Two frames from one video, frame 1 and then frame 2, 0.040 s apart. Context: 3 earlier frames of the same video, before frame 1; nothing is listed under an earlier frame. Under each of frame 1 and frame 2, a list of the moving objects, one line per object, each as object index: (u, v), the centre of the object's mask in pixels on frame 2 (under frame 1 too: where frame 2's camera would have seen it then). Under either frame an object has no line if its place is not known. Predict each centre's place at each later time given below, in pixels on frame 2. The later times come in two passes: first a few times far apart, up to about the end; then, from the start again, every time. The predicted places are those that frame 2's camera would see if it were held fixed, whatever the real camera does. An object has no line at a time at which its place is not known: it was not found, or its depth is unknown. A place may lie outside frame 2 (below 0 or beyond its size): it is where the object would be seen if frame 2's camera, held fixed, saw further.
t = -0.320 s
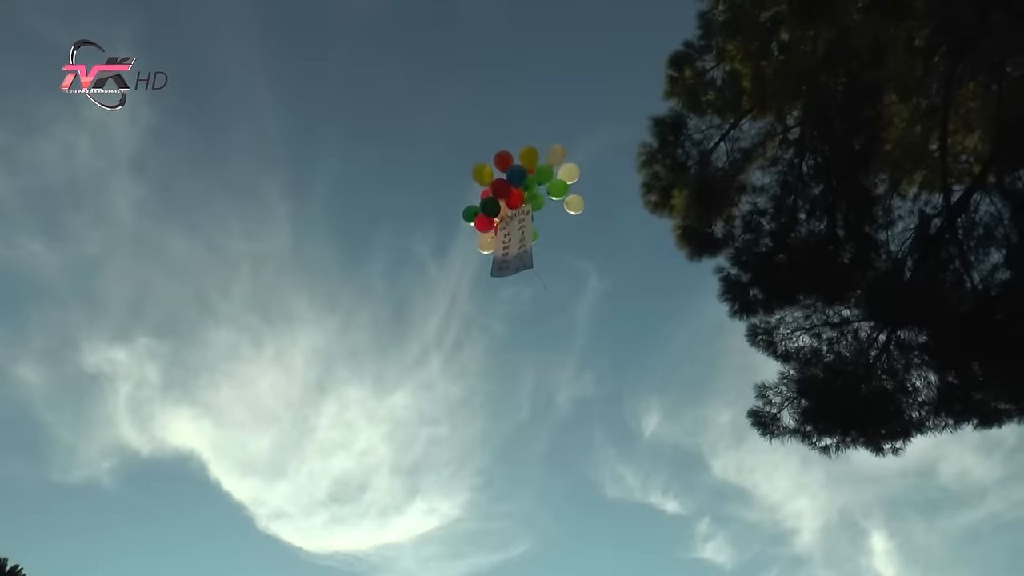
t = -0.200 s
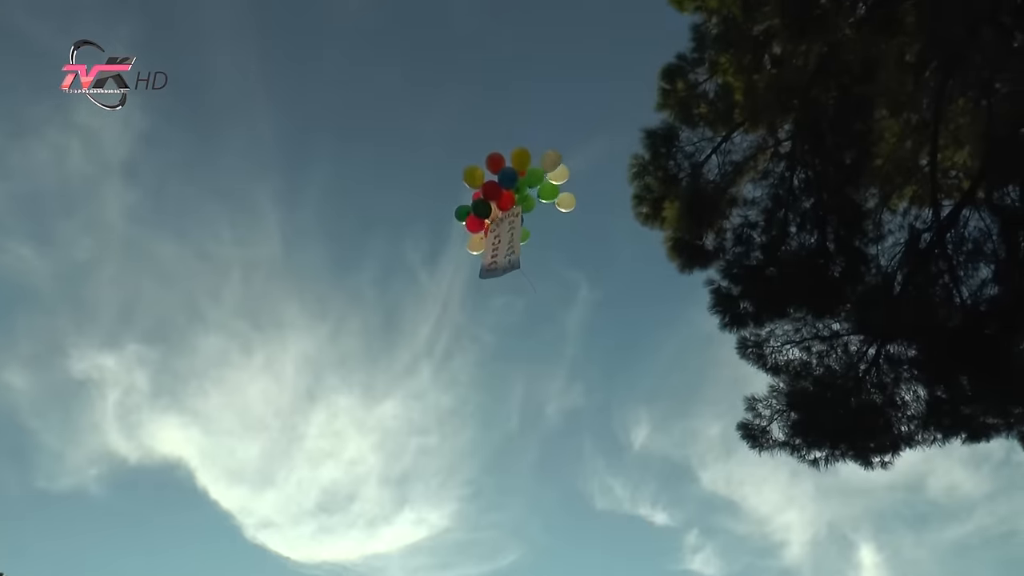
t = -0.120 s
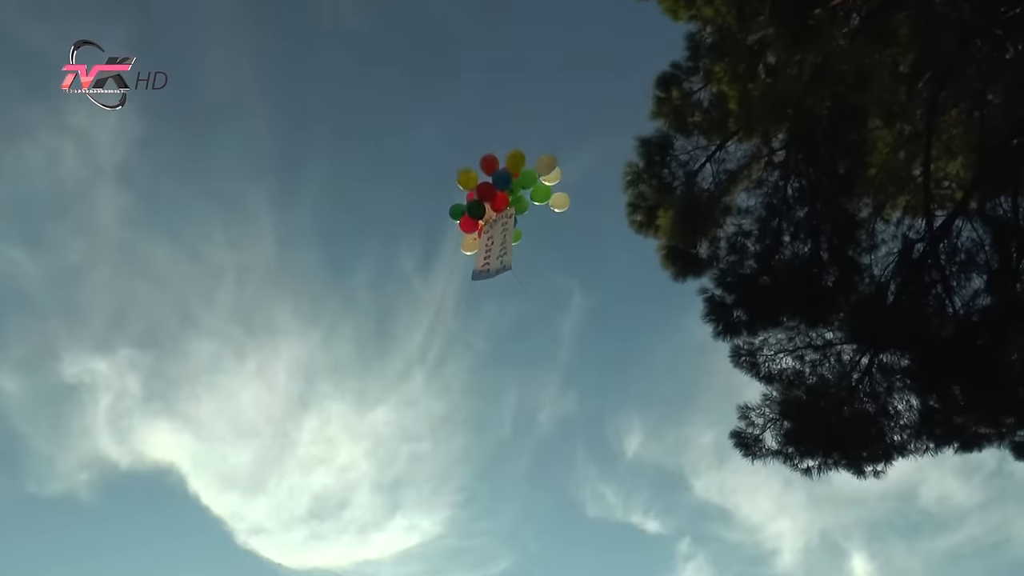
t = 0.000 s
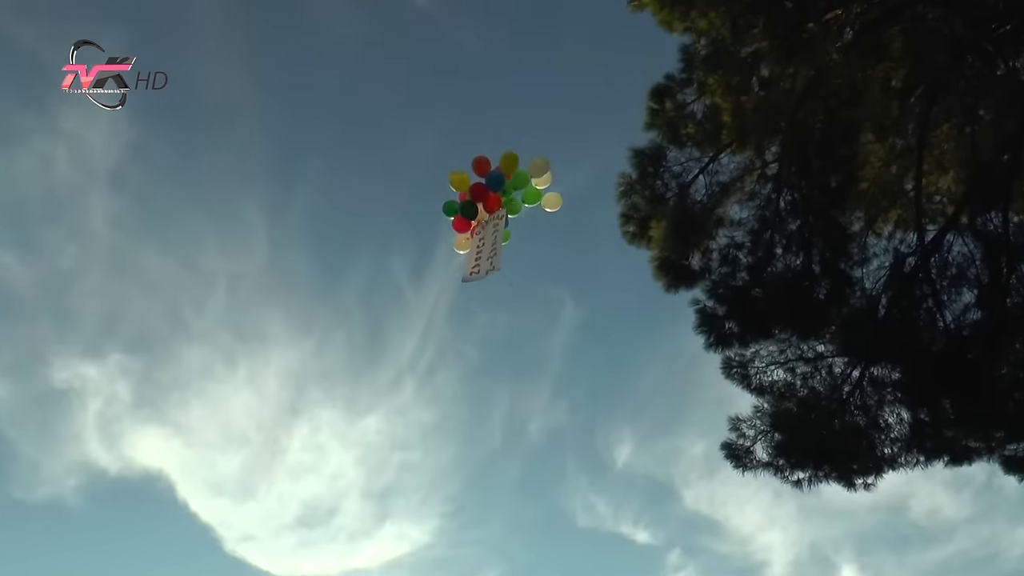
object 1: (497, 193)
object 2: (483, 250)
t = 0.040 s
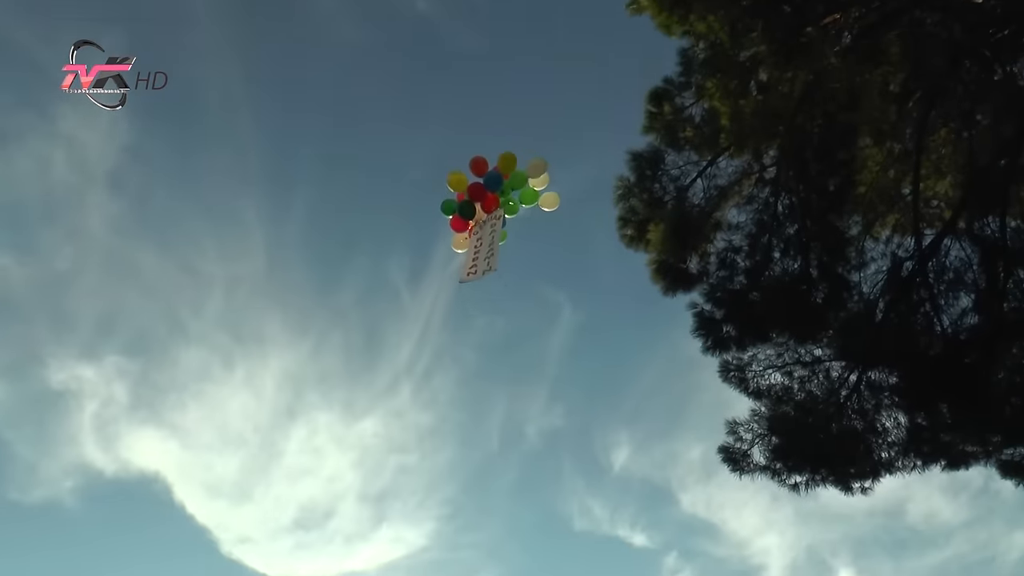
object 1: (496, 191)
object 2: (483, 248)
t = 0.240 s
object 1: (495, 178)
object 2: (480, 236)
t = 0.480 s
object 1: (491, 164)
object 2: (479, 221)
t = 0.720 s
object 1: (487, 151)
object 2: (477, 207)
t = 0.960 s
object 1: (483, 140)
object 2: (476, 193)
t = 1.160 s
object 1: (481, 131)
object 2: (475, 181)
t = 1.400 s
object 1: (475, 123)
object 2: (473, 168)
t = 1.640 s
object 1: (469, 115)
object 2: (470, 156)
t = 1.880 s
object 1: (462, 103)
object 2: (465, 146)
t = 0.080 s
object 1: (496, 188)
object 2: (482, 245)
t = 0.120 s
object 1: (496, 186)
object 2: (482, 243)
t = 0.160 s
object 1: (496, 183)
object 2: (482, 240)
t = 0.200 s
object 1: (495, 181)
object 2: (481, 238)
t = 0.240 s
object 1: (495, 178)
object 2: (480, 236)
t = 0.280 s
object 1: (494, 176)
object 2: (480, 234)
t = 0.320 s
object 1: (493, 173)
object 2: (480, 231)
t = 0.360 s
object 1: (493, 171)
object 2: (479, 229)
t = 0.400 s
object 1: (493, 168)
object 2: (479, 227)
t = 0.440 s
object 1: (492, 166)
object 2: (478, 224)
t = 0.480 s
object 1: (491, 164)
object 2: (479, 221)
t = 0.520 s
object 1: (491, 162)
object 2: (478, 220)
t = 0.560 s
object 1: (490, 159)
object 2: (478, 217)
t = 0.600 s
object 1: (490, 157)
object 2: (477, 215)
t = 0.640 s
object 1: (489, 155)
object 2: (477, 212)
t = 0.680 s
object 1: (488, 153)
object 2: (477, 210)
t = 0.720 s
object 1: (487, 151)
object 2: (477, 207)
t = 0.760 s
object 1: (487, 149)
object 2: (477, 205)
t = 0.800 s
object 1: (486, 147)
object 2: (476, 202)
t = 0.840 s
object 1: (485, 145)
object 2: (476, 200)
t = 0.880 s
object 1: (485, 143)
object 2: (476, 198)
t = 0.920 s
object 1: (484, 141)
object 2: (476, 195)
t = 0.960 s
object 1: (483, 140)
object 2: (476, 193)
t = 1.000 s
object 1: (483, 138)
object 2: (476, 191)
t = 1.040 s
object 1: (483, 136)
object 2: (475, 188)
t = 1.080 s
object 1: (482, 135)
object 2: (475, 186)
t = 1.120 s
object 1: (482, 133)
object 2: (475, 184)
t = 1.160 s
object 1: (481, 131)
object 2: (475, 181)
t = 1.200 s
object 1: (480, 129)
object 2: (475, 180)
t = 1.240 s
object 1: (478, 130)
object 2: (474, 177)
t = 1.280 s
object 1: (477, 128)
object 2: (474, 176)
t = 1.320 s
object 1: (477, 126)
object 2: (474, 173)
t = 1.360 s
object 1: (476, 125)
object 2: (473, 171)
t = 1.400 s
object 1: (475, 123)
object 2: (473, 168)
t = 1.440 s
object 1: (474, 122)
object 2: (473, 166)
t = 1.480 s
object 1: (473, 120)
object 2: (473, 164)
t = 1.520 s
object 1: (472, 118)
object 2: (472, 161)
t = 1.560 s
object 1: (471, 116)
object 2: (472, 159)
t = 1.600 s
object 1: (470, 115)
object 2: (471, 158)
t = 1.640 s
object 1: (469, 115)
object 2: (470, 156)
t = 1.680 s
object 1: (468, 111)
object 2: (470, 153)
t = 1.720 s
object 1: (467, 110)
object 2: (469, 152)
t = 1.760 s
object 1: (466, 108)
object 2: (468, 150)
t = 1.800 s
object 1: (465, 106)
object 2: (467, 149)
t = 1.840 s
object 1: (464, 105)
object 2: (466, 147)
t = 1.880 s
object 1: (462, 103)
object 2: (465, 146)
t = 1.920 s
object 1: (461, 101)
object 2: (463, 144)
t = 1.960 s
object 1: (460, 100)
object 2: (462, 143)
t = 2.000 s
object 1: (459, 98)
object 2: (461, 141)
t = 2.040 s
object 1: (458, 96)
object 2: (459, 140)
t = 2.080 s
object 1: (457, 94)
